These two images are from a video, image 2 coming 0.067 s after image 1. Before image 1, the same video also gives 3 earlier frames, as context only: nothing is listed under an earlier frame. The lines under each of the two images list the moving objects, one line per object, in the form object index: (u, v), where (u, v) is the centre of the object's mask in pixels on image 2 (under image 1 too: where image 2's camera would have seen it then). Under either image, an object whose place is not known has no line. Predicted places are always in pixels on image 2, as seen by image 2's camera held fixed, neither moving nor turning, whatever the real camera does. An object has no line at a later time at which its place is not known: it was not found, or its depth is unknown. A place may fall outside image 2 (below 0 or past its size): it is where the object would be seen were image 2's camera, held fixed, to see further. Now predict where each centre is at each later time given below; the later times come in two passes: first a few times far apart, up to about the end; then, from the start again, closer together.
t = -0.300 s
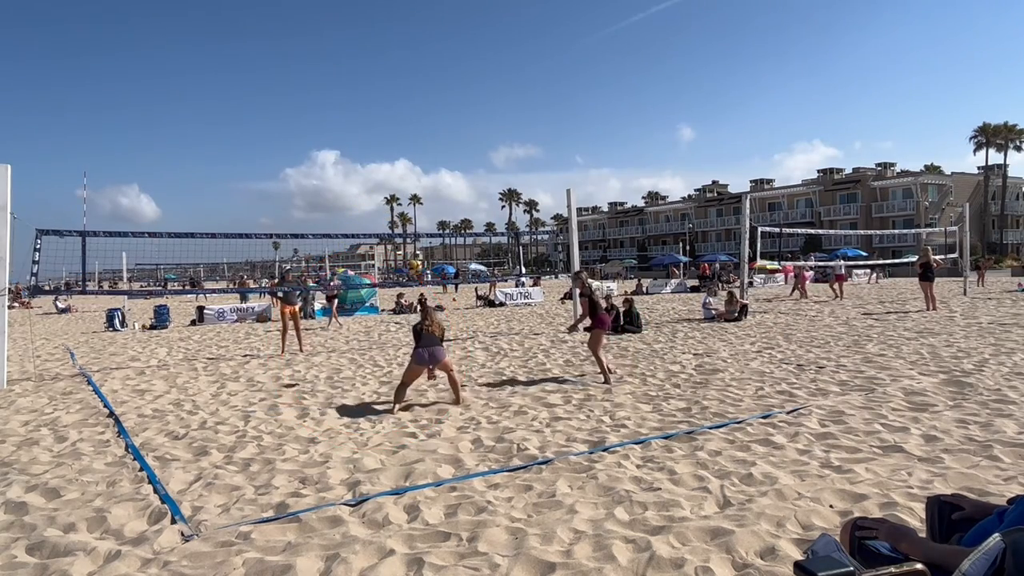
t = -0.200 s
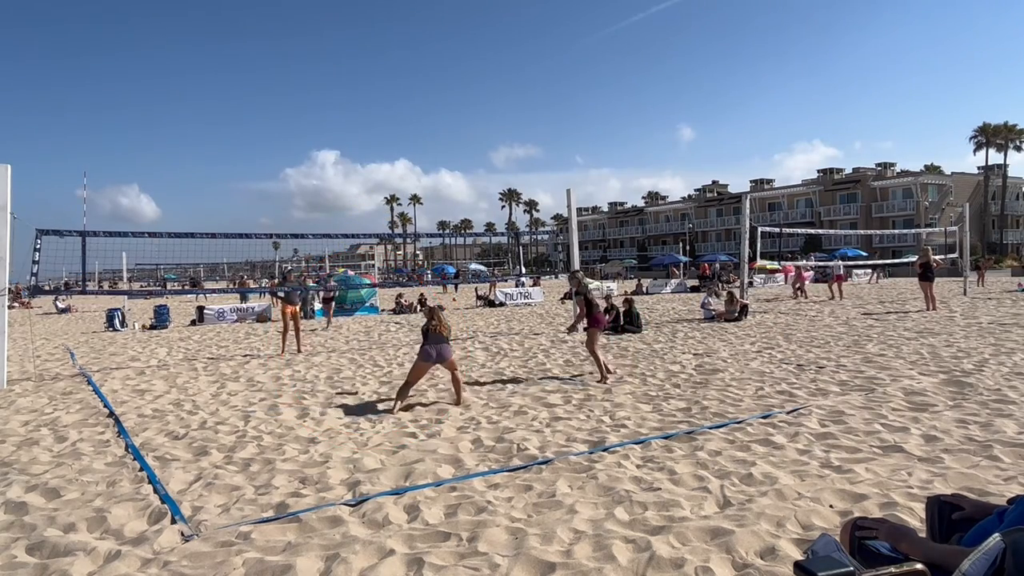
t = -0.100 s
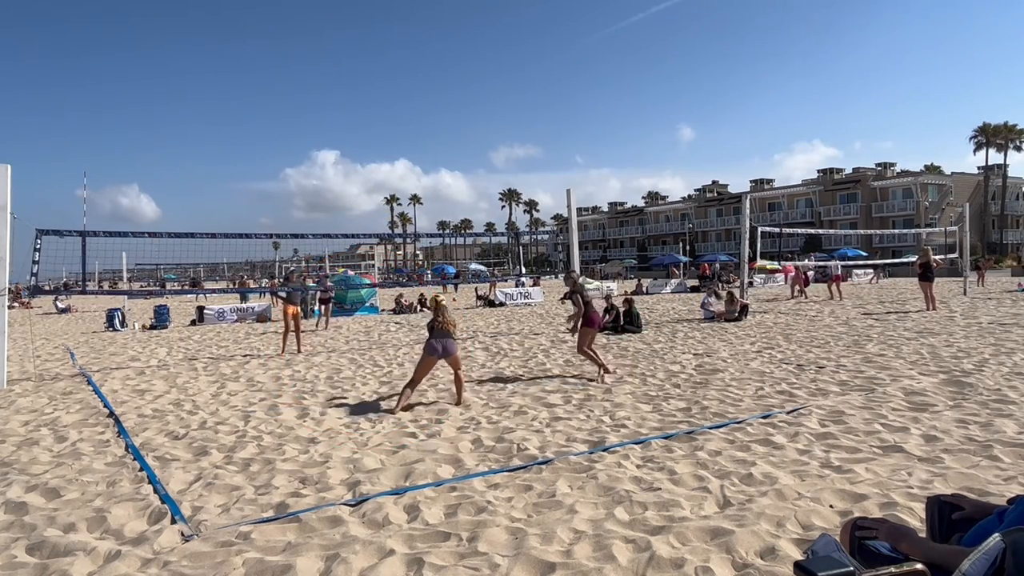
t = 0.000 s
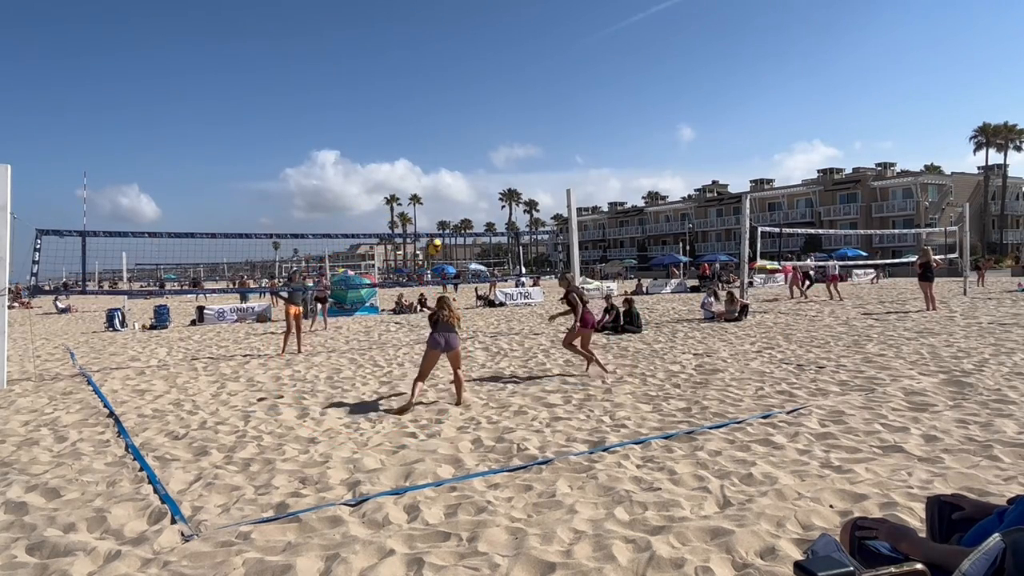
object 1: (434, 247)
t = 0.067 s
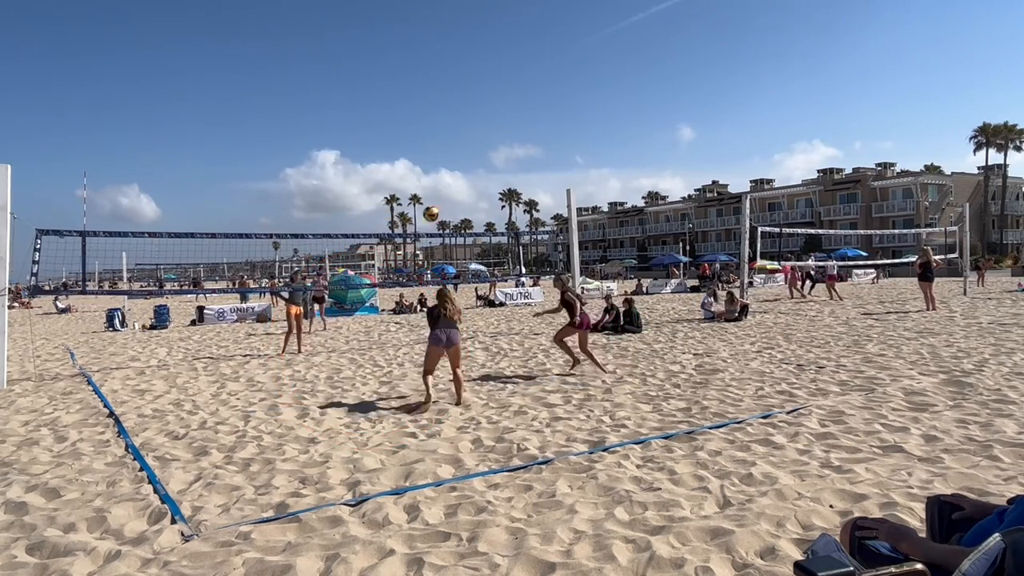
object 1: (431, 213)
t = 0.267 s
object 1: (424, 143)
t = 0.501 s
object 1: (420, 101)
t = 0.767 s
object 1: (417, 100)
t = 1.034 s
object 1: (416, 143)
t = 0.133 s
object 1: (428, 186)
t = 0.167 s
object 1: (427, 174)
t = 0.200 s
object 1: (426, 162)
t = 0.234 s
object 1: (426, 152)
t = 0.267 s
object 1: (424, 143)
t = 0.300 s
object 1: (424, 134)
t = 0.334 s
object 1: (423, 126)
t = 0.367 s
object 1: (422, 119)
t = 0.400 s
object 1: (422, 114)
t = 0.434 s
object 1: (421, 109)
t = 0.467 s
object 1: (420, 104)
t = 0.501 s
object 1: (420, 101)
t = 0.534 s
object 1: (419, 99)
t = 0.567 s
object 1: (419, 96)
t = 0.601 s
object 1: (418, 95)
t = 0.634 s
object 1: (418, 95)
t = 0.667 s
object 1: (418, 95)
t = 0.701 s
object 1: (417, 96)
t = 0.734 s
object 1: (417, 98)
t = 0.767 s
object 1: (417, 100)
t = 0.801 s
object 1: (416, 104)
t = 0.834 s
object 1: (416, 107)
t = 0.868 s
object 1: (416, 112)
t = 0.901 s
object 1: (416, 117)
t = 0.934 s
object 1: (416, 122)
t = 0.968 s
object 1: (416, 129)
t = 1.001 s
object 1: (416, 136)
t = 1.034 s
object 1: (416, 143)
